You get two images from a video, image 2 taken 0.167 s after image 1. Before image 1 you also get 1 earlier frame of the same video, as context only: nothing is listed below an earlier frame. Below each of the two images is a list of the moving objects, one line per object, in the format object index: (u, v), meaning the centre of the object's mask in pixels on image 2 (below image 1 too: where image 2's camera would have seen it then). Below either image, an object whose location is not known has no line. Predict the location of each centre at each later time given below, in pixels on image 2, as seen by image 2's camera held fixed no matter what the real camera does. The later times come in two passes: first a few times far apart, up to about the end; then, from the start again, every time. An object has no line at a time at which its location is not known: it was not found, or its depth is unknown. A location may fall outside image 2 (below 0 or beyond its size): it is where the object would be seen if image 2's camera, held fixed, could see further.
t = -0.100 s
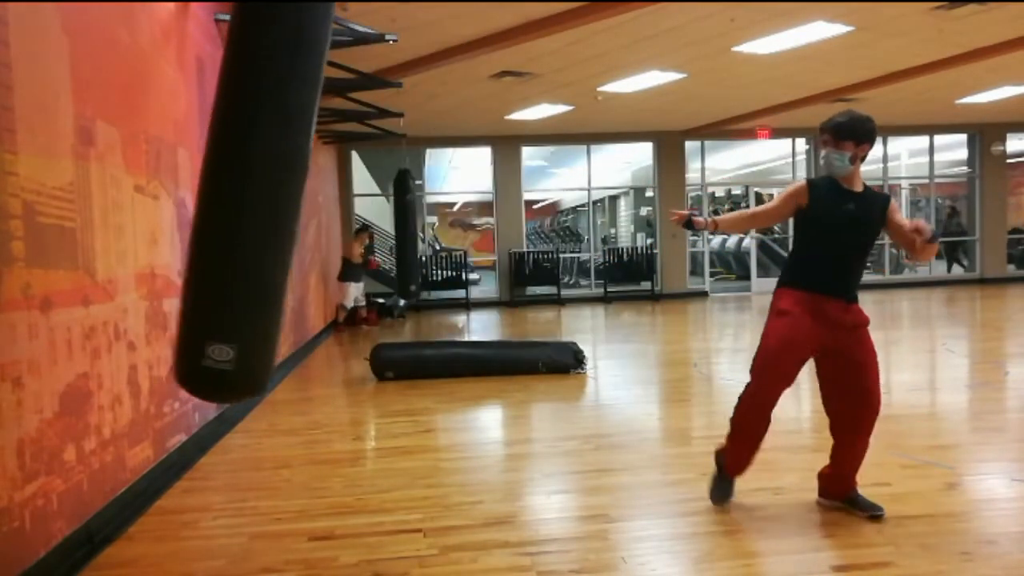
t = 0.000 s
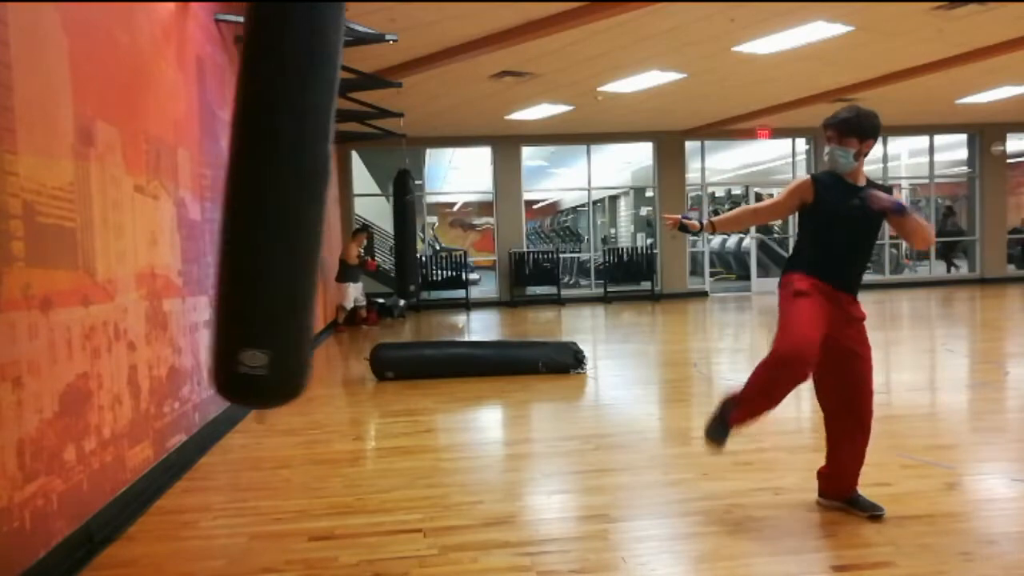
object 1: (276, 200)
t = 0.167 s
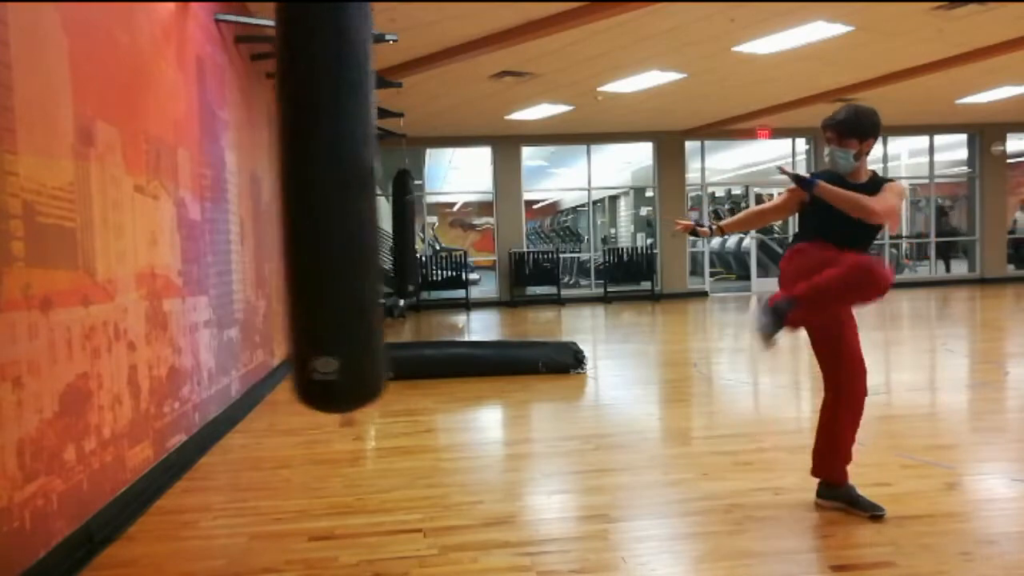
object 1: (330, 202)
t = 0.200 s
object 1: (342, 202)
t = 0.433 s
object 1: (422, 192)
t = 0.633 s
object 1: (476, 179)
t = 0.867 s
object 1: (507, 172)
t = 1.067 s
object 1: (502, 176)
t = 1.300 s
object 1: (458, 191)
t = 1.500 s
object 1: (394, 204)
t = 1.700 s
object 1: (319, 209)
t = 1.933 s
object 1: (245, 202)
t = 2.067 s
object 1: (222, 199)
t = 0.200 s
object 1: (342, 202)
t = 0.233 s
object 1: (355, 202)
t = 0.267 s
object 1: (366, 201)
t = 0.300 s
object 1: (378, 198)
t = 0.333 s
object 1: (389, 196)
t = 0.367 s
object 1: (400, 196)
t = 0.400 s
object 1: (411, 194)
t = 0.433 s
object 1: (422, 192)
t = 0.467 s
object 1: (432, 190)
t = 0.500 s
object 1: (442, 186)
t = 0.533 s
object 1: (451, 185)
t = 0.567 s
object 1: (460, 181)
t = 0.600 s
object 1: (469, 180)
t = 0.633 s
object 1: (476, 179)
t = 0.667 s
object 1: (482, 178)
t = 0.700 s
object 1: (489, 178)
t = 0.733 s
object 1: (494, 175)
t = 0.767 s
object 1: (499, 174)
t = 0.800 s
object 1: (502, 173)
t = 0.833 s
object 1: (505, 172)
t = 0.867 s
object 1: (507, 172)
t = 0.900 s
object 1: (509, 172)
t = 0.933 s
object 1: (509, 172)
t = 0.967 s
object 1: (509, 173)
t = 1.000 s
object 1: (507, 173)
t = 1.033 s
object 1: (505, 174)
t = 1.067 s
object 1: (502, 176)
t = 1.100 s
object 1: (498, 177)
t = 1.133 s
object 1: (494, 178)
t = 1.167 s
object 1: (488, 182)
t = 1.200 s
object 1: (482, 182)
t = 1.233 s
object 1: (475, 184)
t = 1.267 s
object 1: (467, 187)
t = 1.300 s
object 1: (458, 191)
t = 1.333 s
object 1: (449, 194)
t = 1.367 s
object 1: (439, 195)
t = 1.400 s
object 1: (429, 197)
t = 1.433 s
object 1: (418, 200)
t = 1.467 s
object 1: (406, 203)
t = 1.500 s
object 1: (394, 204)
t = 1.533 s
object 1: (382, 206)
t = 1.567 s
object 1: (370, 208)
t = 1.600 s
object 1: (357, 207)
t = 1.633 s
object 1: (344, 208)
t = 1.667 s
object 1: (331, 209)
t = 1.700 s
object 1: (319, 209)
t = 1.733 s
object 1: (306, 208)
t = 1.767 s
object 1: (295, 208)
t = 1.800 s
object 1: (283, 206)
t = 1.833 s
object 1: (273, 205)
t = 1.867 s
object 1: (263, 204)
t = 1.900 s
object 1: (254, 202)
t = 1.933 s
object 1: (245, 202)
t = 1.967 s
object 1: (238, 203)
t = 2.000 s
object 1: (232, 201)
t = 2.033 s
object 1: (226, 202)
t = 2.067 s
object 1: (222, 199)
